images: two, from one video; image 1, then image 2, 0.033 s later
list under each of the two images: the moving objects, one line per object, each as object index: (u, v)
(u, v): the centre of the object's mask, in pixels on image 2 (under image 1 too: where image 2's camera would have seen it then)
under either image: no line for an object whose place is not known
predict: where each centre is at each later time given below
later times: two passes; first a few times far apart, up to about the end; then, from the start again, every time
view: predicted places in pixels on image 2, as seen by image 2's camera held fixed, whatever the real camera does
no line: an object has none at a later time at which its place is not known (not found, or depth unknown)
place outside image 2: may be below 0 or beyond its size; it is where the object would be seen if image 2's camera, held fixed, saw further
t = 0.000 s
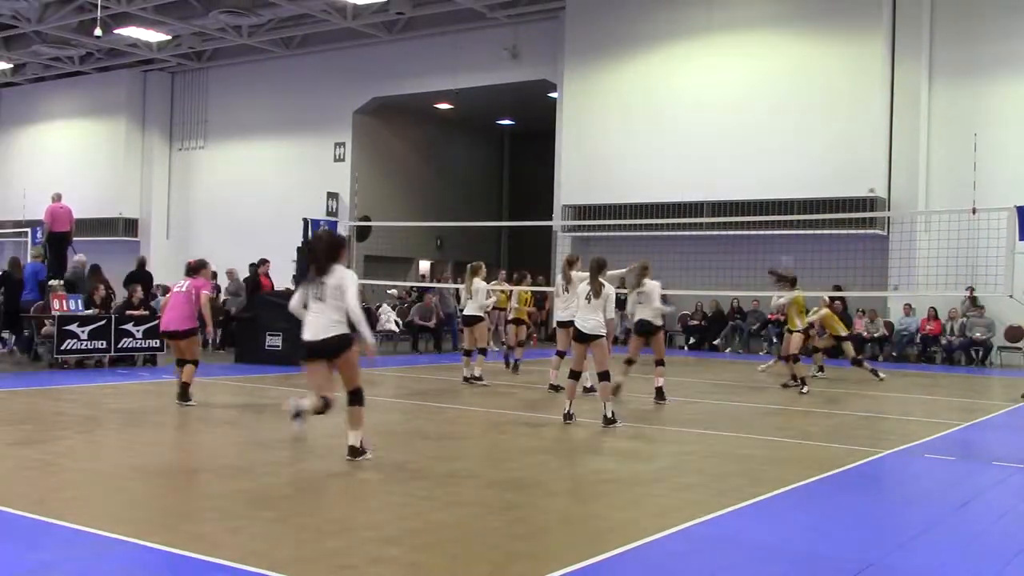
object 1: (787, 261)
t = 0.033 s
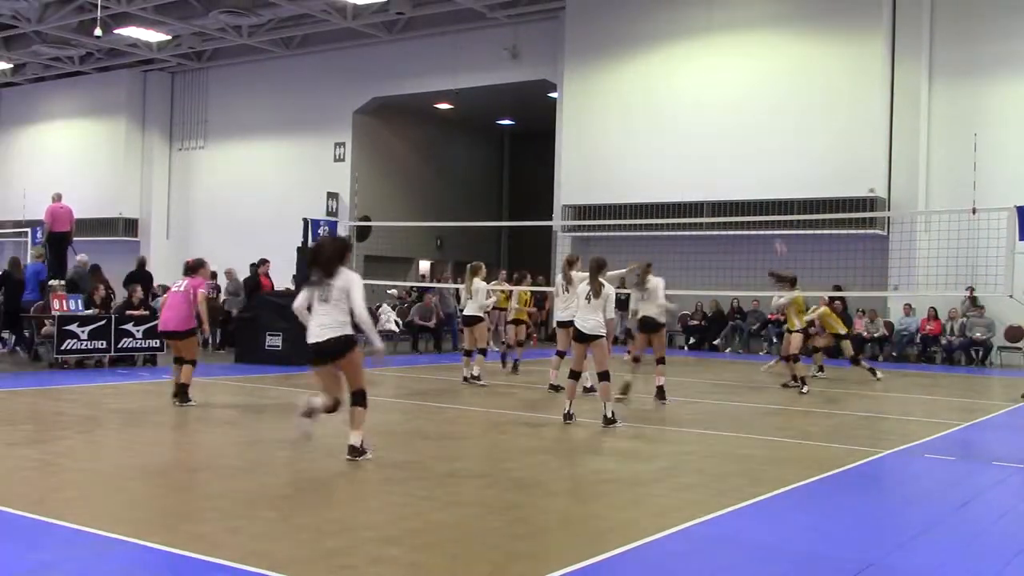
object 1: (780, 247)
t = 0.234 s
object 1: (746, 177)
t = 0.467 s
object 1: (705, 119)
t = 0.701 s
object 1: (663, 94)
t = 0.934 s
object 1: (619, 104)
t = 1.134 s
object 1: (580, 140)
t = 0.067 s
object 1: (775, 233)
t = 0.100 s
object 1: (769, 224)
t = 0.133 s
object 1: (762, 209)
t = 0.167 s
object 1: (757, 198)
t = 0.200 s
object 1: (751, 187)
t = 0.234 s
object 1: (746, 177)
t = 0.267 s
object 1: (740, 167)
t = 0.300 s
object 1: (734, 157)
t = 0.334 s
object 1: (729, 148)
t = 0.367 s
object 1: (723, 140)
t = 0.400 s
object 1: (716, 133)
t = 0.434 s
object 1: (711, 125)
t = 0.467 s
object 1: (705, 119)
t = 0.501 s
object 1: (699, 113)
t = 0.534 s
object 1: (693, 109)
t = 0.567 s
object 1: (687, 104)
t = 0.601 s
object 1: (681, 101)
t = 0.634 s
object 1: (675, 98)
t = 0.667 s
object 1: (669, 96)
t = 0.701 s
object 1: (663, 94)
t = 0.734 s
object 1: (657, 93)
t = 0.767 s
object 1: (650, 93)
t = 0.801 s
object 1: (644, 94)
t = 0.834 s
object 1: (639, 95)
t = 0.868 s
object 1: (632, 98)
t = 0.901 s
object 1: (626, 100)
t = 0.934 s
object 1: (619, 104)
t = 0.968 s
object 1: (613, 108)
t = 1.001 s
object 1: (607, 113)
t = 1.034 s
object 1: (600, 118)
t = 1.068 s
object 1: (594, 124)
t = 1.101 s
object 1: (587, 132)
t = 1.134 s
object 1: (580, 140)
